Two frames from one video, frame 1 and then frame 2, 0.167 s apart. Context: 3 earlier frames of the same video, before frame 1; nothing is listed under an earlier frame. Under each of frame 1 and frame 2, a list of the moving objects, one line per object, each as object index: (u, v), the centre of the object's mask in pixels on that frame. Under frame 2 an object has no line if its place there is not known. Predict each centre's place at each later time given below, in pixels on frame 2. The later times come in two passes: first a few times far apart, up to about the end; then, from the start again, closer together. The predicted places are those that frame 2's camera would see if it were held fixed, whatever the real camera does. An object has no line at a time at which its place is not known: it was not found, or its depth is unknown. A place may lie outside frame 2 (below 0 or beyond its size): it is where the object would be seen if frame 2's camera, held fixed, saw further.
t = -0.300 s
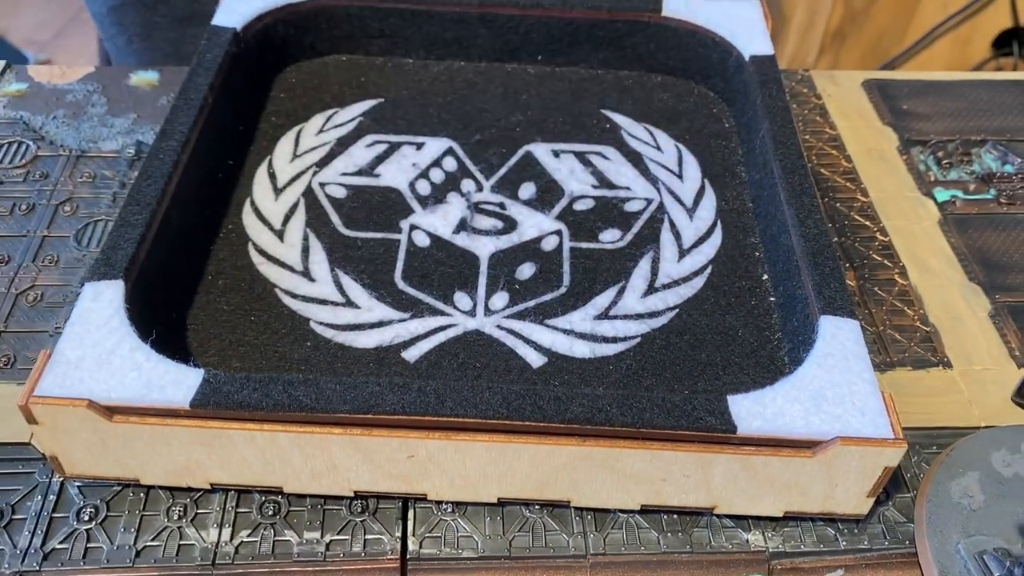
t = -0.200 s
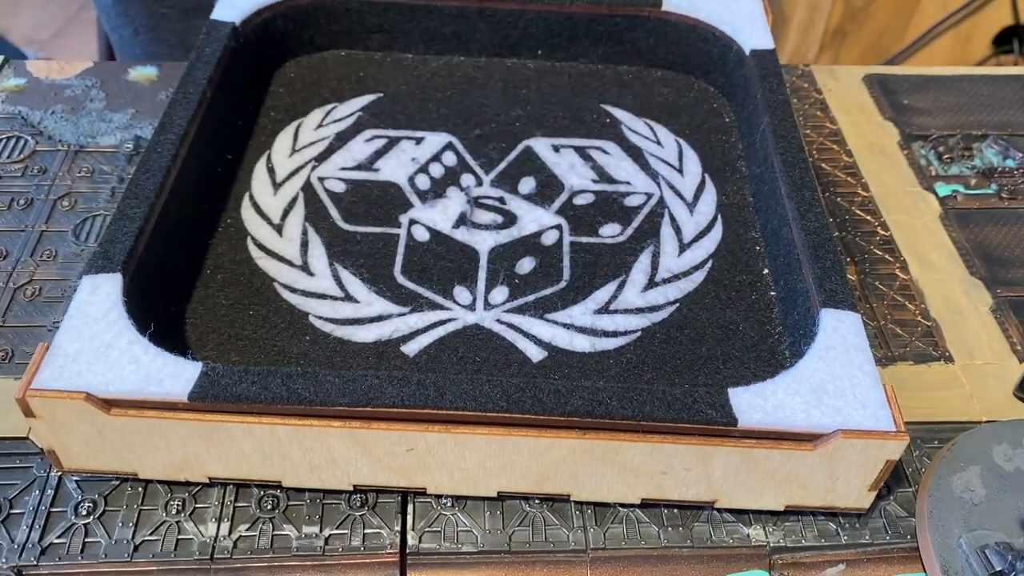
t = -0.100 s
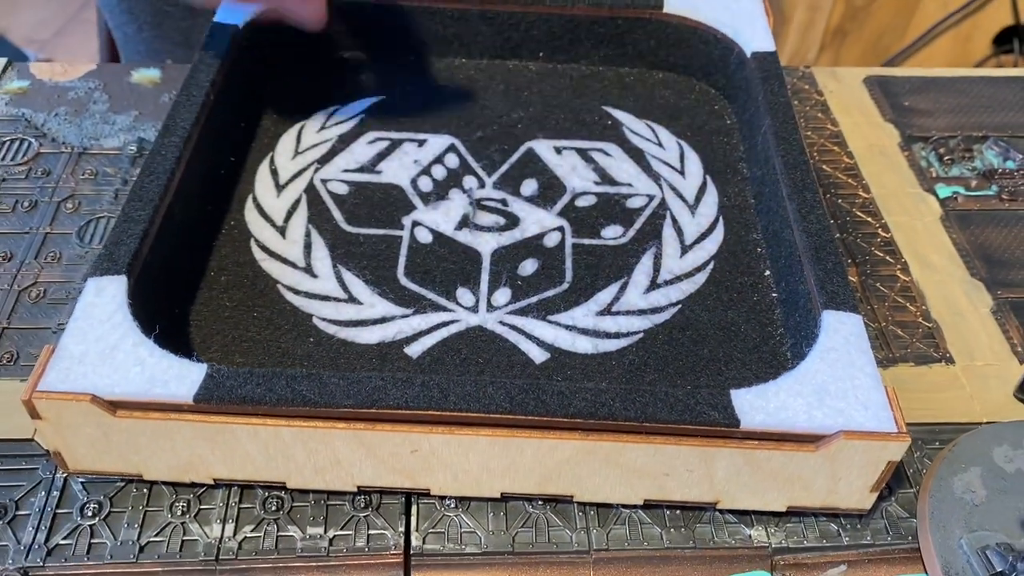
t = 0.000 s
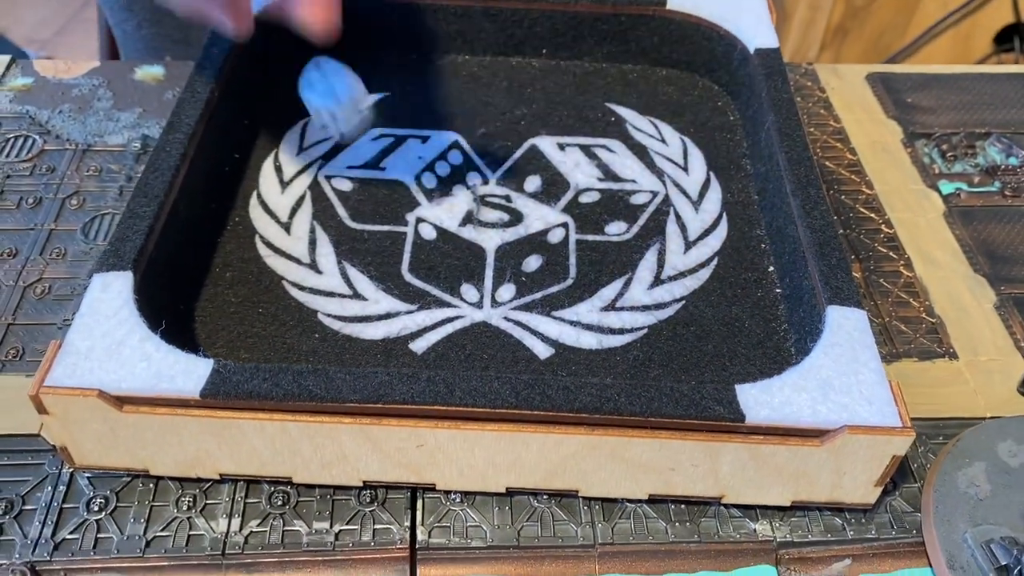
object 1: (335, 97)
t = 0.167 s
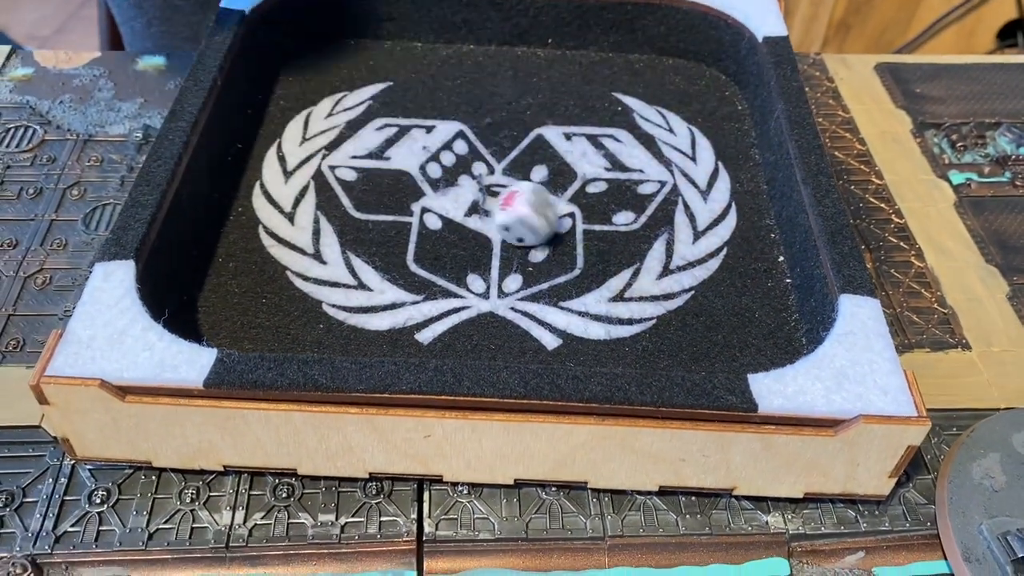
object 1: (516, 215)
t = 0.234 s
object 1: (575, 269)
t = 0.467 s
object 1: (739, 355)
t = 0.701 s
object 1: (717, 349)
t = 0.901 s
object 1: (718, 349)
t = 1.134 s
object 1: (718, 348)
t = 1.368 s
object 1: (717, 349)
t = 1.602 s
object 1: (718, 349)
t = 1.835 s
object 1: (717, 348)
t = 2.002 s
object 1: (718, 348)
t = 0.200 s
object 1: (552, 234)
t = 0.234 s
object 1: (575, 269)
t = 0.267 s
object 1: (609, 279)
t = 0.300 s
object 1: (643, 314)
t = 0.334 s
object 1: (685, 328)
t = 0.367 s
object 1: (711, 350)
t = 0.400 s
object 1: (733, 356)
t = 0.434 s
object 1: (739, 357)
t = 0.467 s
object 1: (739, 355)
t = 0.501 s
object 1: (723, 350)
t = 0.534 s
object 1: (716, 349)
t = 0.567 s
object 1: (718, 349)
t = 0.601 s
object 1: (717, 349)
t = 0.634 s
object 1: (718, 349)
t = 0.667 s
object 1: (718, 349)
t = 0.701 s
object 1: (717, 349)
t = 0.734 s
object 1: (717, 349)
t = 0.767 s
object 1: (717, 348)
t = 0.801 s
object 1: (717, 348)
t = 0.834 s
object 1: (717, 348)
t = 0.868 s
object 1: (718, 349)
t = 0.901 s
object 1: (718, 349)
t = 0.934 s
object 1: (717, 348)
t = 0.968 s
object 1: (717, 348)
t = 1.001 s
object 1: (717, 349)
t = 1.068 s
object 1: (717, 349)
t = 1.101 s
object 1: (718, 348)
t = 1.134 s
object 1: (718, 348)
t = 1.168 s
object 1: (718, 348)
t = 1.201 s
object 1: (718, 349)
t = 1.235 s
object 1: (718, 348)
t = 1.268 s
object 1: (718, 349)
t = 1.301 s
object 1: (718, 349)
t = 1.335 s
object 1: (717, 349)
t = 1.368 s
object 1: (717, 349)
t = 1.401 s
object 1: (717, 349)
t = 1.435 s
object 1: (718, 349)
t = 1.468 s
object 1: (718, 349)
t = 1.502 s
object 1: (718, 349)
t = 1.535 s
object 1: (718, 349)
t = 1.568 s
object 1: (718, 348)
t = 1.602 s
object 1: (718, 349)
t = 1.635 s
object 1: (718, 348)
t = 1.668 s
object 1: (718, 348)
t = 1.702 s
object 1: (718, 348)
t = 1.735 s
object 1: (718, 348)
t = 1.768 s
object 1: (718, 348)
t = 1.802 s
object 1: (717, 349)
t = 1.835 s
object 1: (717, 348)
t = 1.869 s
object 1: (718, 348)
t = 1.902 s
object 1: (718, 348)
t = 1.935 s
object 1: (718, 348)
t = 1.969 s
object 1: (718, 348)
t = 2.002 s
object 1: (718, 348)
